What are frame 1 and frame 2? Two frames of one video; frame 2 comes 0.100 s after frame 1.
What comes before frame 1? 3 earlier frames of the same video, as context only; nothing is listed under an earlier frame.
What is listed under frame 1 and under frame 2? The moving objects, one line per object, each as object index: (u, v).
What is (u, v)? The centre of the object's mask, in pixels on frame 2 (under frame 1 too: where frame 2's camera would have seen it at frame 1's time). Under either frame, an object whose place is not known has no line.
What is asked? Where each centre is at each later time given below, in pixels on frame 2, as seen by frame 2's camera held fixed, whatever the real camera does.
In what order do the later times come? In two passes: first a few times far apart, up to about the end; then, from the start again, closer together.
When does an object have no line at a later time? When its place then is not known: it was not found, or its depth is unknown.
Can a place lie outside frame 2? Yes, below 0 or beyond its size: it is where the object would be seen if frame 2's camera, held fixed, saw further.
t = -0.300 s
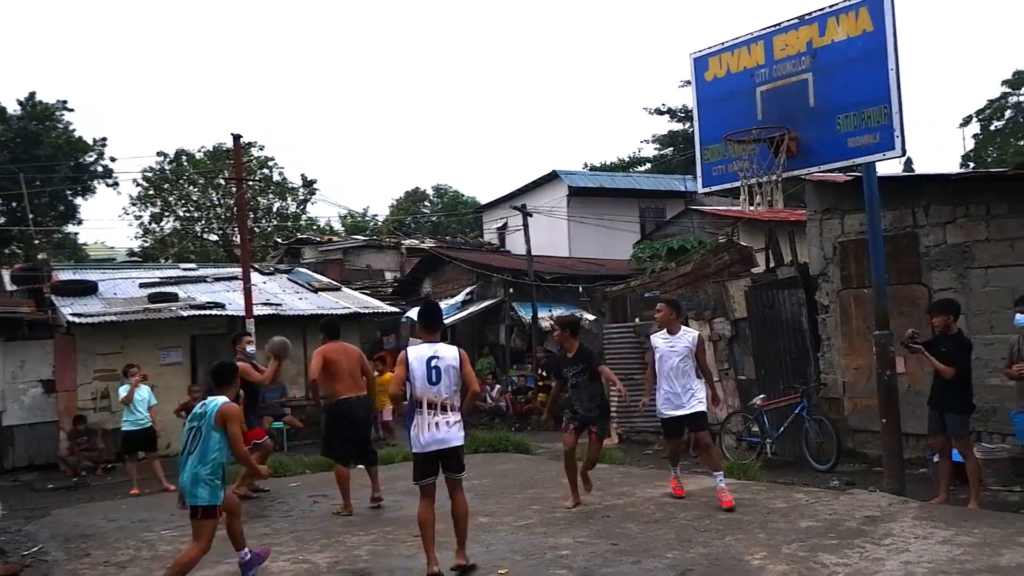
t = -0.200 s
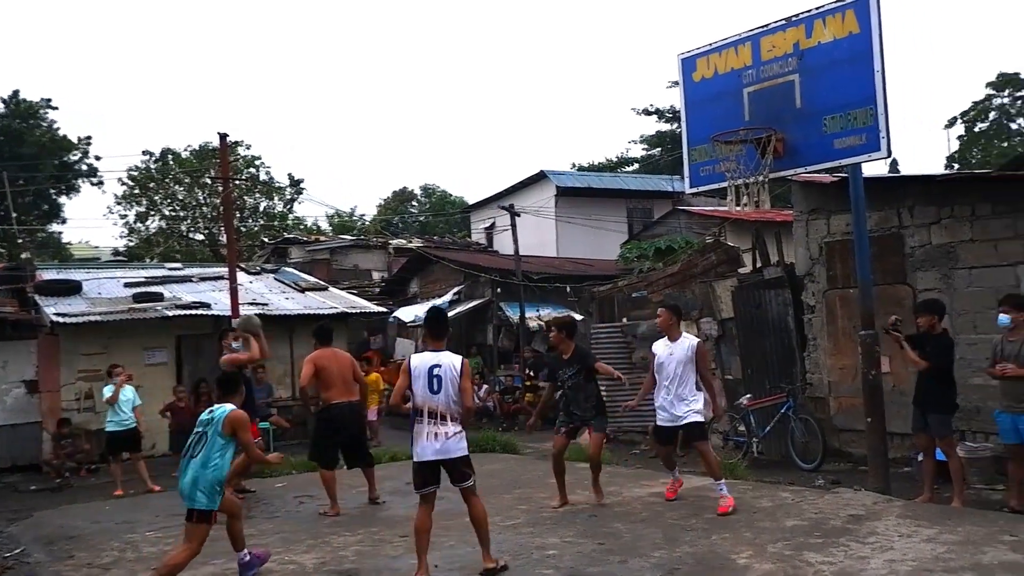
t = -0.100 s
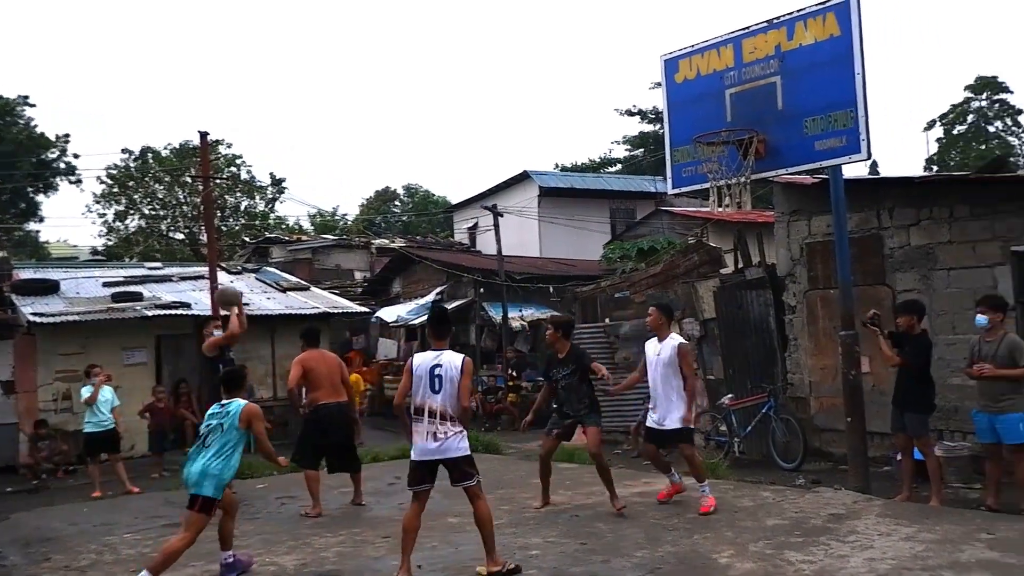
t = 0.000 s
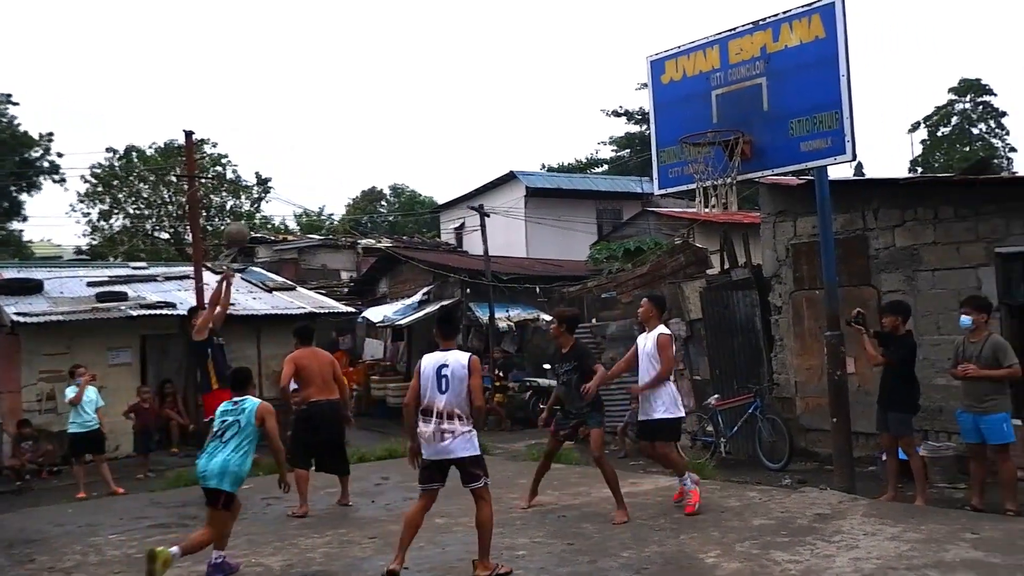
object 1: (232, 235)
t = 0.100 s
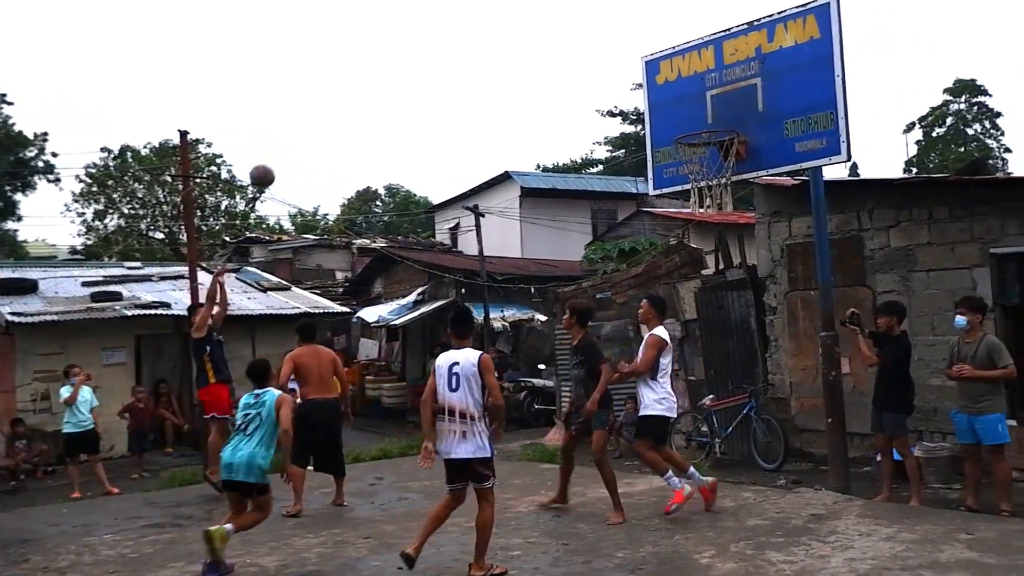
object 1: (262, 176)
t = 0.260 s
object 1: (314, 98)
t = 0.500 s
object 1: (397, 23)
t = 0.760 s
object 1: (493, 9)
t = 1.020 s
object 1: (614, 66)
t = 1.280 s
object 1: (716, 112)
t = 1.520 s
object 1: (799, 136)
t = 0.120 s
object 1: (268, 165)
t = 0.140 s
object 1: (275, 155)
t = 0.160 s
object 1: (281, 144)
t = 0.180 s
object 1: (287, 135)
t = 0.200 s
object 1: (294, 125)
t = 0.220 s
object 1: (300, 116)
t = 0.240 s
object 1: (307, 107)
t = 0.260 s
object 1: (314, 98)
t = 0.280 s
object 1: (320, 90)
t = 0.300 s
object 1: (327, 82)
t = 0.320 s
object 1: (334, 75)
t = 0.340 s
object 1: (341, 67)
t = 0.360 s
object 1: (348, 60)
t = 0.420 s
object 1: (368, 42)
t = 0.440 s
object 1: (375, 37)
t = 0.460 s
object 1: (382, 32)
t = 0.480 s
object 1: (389, 27)
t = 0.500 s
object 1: (397, 23)
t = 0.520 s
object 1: (404, 19)
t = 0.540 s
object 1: (411, 16)
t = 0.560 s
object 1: (419, 13)
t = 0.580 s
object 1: (426, 11)
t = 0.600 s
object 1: (434, 10)
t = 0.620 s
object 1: (442, 9)
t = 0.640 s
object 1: (450, 8)
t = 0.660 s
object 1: (457, 8)
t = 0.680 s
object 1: (465, 8)
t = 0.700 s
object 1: (472, 8)
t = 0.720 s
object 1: (479, 7)
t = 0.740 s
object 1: (486, 8)
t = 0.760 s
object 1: (493, 9)
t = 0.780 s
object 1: (504, 10)
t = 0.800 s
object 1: (513, 11)
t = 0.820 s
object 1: (522, 12)
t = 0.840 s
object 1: (531, 15)
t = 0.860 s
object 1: (539, 19)
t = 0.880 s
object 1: (548, 23)
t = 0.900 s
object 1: (558, 27)
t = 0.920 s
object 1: (567, 32)
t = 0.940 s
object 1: (576, 38)
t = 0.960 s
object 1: (585, 44)
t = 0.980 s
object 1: (595, 51)
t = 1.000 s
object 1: (605, 58)
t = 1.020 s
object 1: (614, 66)
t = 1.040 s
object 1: (624, 74)
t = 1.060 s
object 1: (633, 83)
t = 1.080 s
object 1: (644, 93)
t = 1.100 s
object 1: (653, 103)
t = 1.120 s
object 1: (663, 112)
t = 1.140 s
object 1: (673, 124)
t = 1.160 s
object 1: (679, 127)
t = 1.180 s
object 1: (685, 124)
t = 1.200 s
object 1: (691, 119)
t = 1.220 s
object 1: (697, 117)
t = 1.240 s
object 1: (704, 116)
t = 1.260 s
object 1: (710, 114)
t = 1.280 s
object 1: (716, 112)
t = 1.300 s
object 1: (722, 111)
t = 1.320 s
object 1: (728, 111)
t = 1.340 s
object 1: (735, 111)
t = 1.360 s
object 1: (741, 111)
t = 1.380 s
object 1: (748, 113)
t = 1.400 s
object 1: (755, 114)
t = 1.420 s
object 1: (763, 116)
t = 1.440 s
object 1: (770, 119)
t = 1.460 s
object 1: (776, 122)
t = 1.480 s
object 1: (784, 126)
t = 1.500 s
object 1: (791, 131)
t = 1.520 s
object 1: (799, 136)
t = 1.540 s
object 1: (806, 142)
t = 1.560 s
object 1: (812, 148)
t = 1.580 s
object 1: (820, 154)
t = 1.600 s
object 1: (828, 162)
